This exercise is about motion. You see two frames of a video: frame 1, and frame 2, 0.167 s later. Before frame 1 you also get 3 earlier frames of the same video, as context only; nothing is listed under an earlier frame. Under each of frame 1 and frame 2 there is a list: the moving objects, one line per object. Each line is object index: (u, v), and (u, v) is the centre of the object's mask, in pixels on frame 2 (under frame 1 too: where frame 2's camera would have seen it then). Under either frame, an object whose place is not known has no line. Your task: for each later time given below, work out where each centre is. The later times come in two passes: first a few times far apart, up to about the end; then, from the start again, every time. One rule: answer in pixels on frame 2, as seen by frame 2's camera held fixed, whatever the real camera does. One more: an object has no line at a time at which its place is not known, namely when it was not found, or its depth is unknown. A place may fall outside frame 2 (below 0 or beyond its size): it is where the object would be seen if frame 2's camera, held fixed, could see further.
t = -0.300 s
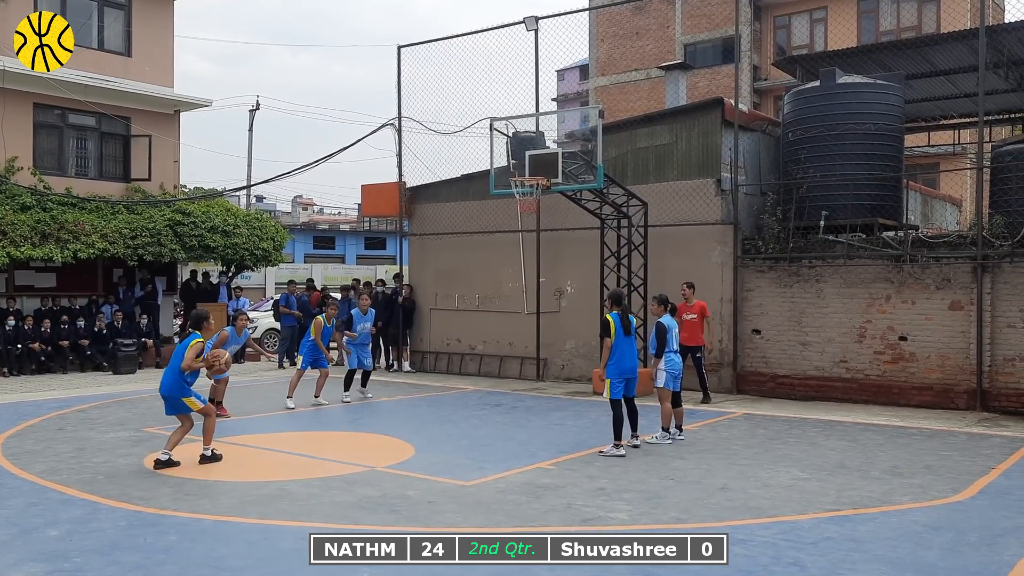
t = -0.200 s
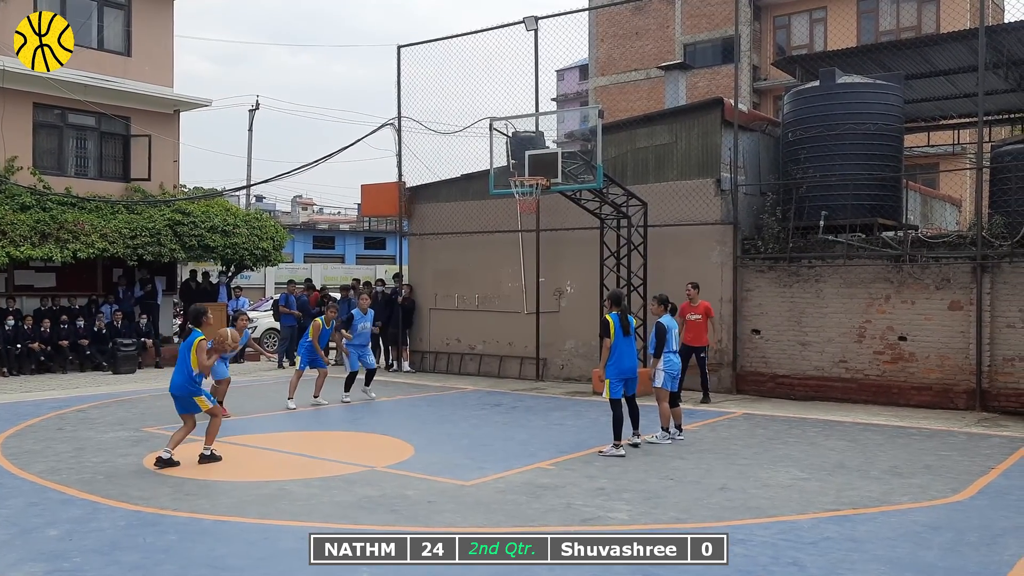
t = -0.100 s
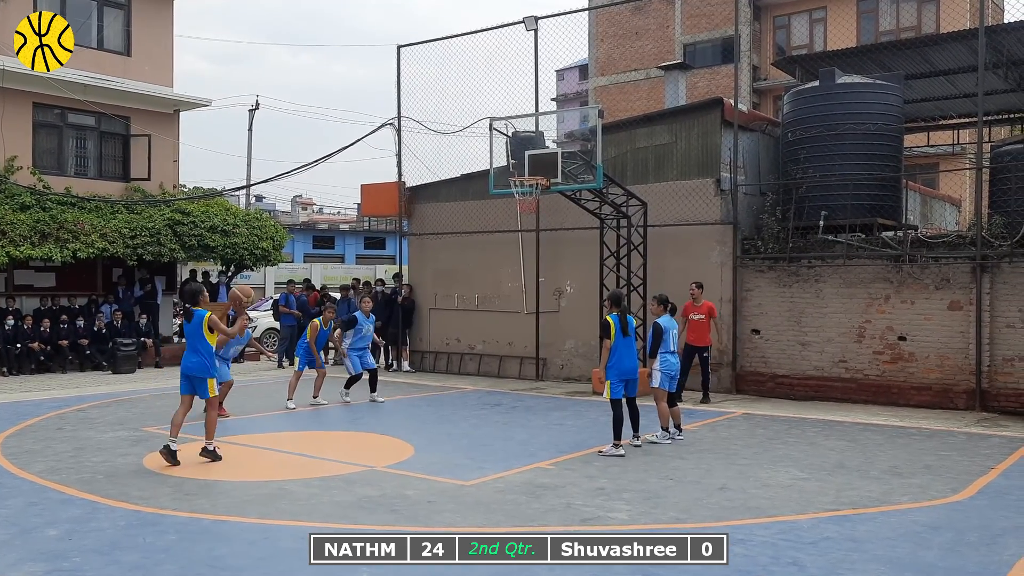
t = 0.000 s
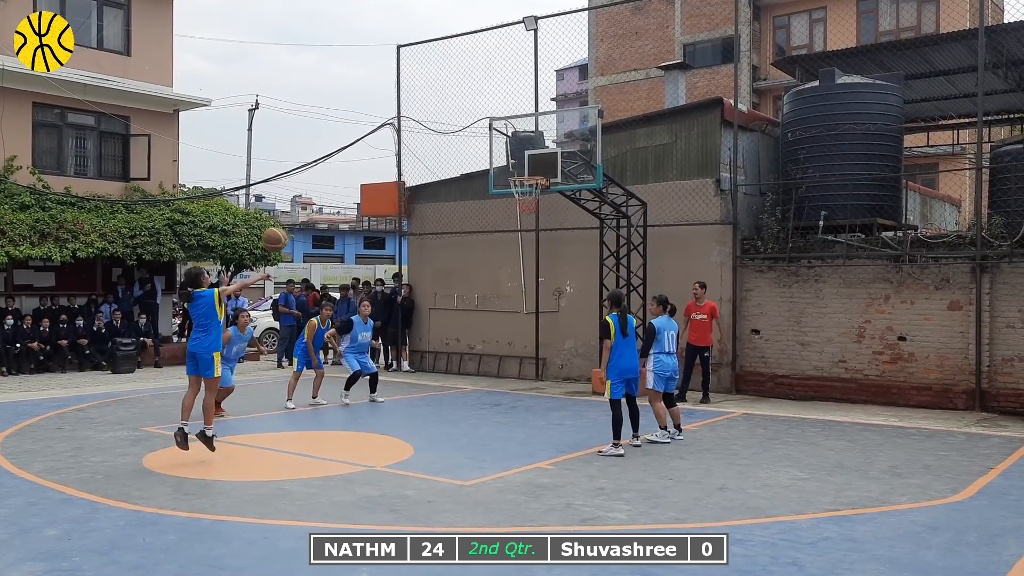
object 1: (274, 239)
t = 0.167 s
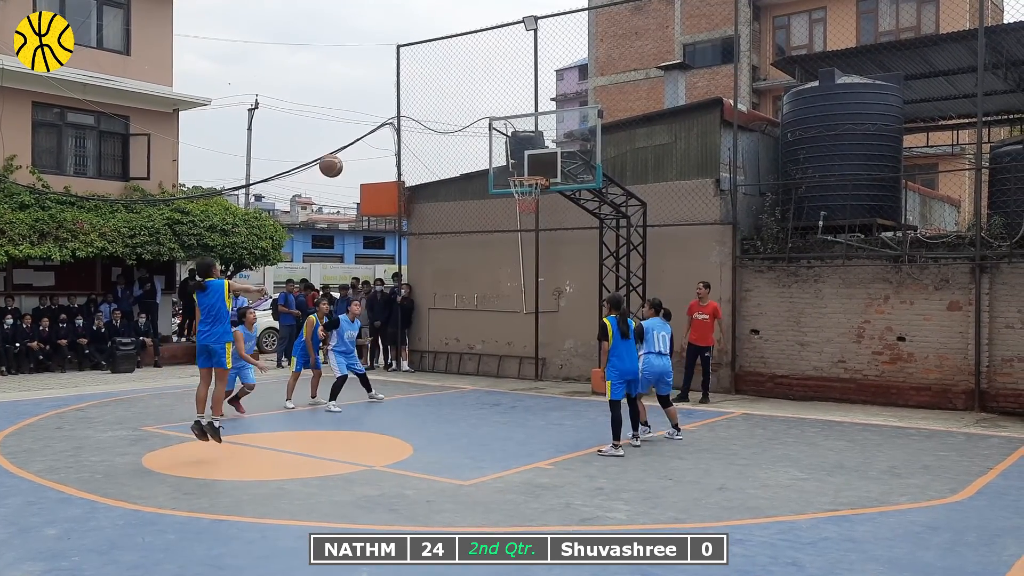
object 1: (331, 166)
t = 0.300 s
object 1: (371, 131)
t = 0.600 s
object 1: (449, 115)
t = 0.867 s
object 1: (506, 159)
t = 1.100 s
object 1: (537, 208)
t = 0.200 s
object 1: (341, 155)
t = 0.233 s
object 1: (351, 146)
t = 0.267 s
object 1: (361, 138)
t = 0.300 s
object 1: (371, 131)
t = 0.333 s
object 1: (380, 126)
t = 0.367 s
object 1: (389, 121)
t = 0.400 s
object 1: (399, 118)
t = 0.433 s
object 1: (408, 115)
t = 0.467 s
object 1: (416, 113)
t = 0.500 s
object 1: (425, 112)
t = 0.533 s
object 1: (433, 112)
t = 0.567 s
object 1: (441, 113)
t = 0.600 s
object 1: (449, 115)
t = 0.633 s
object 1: (457, 118)
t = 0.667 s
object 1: (464, 121)
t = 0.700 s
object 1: (471, 126)
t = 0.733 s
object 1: (478, 131)
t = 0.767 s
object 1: (486, 137)
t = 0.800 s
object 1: (493, 144)
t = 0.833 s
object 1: (499, 152)
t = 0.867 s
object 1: (506, 159)
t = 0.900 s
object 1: (513, 168)
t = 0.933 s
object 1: (519, 172)
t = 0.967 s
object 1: (526, 180)
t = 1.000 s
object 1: (527, 187)
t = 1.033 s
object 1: (532, 195)
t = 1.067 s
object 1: (534, 202)
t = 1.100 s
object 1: (537, 208)
